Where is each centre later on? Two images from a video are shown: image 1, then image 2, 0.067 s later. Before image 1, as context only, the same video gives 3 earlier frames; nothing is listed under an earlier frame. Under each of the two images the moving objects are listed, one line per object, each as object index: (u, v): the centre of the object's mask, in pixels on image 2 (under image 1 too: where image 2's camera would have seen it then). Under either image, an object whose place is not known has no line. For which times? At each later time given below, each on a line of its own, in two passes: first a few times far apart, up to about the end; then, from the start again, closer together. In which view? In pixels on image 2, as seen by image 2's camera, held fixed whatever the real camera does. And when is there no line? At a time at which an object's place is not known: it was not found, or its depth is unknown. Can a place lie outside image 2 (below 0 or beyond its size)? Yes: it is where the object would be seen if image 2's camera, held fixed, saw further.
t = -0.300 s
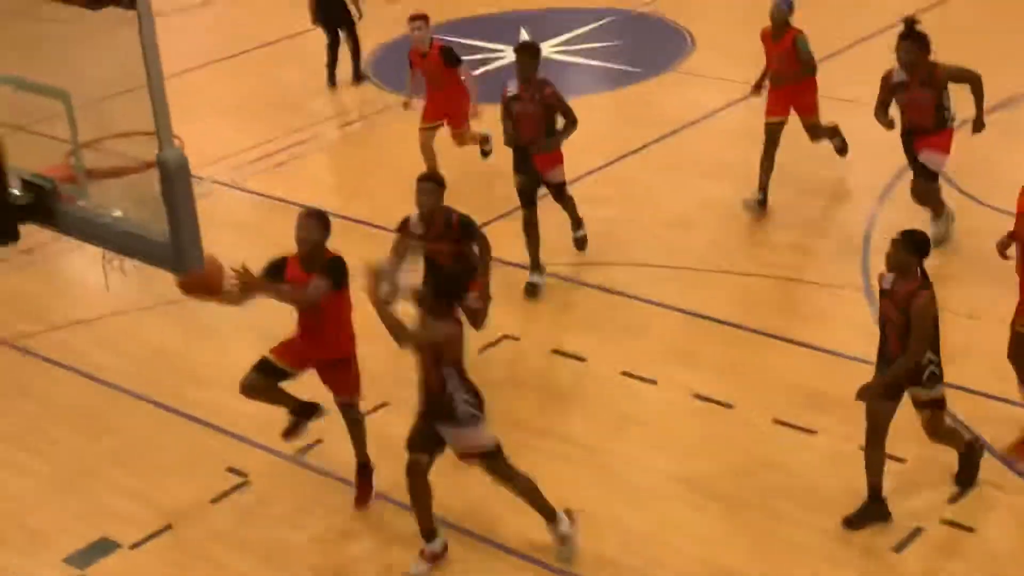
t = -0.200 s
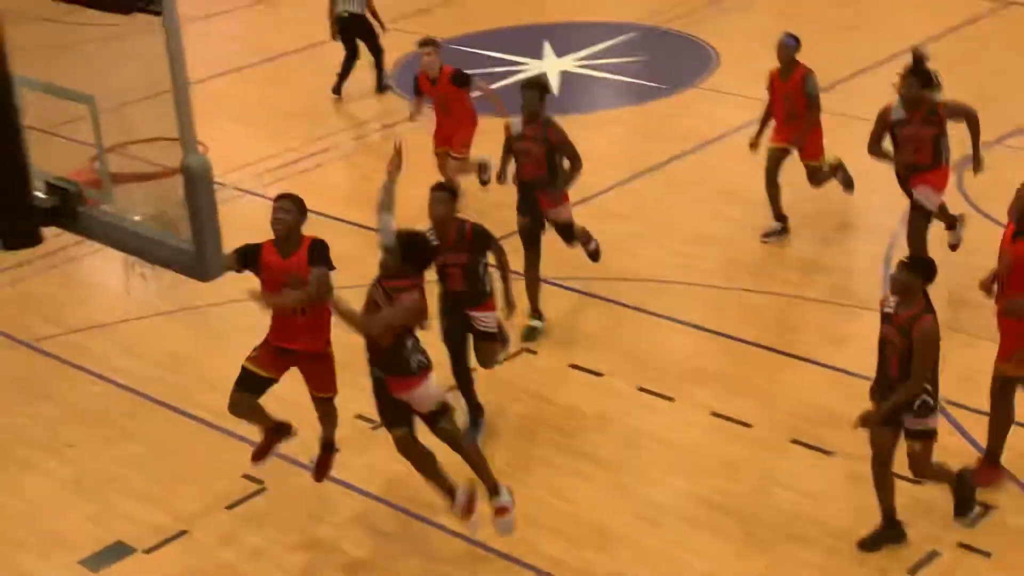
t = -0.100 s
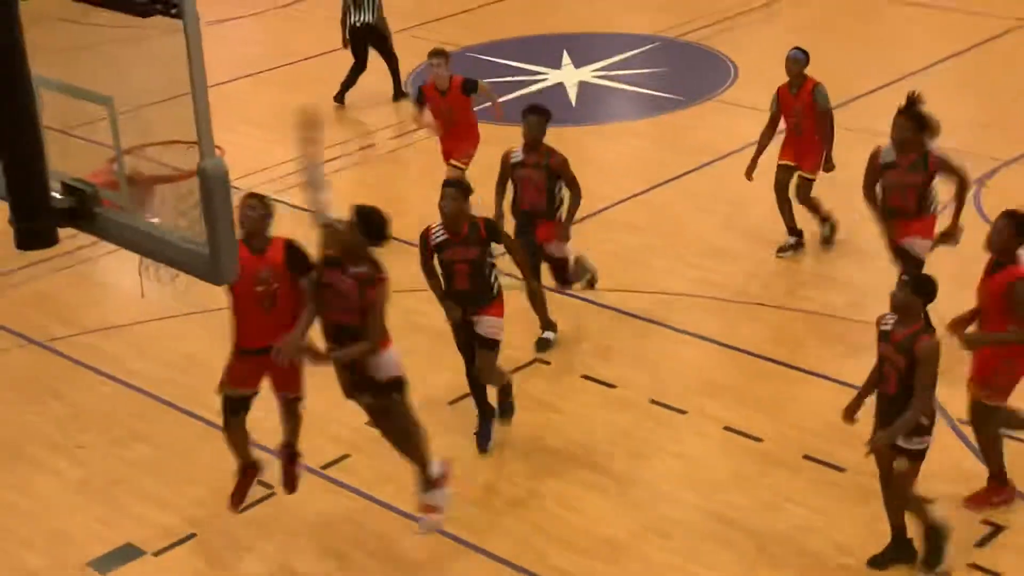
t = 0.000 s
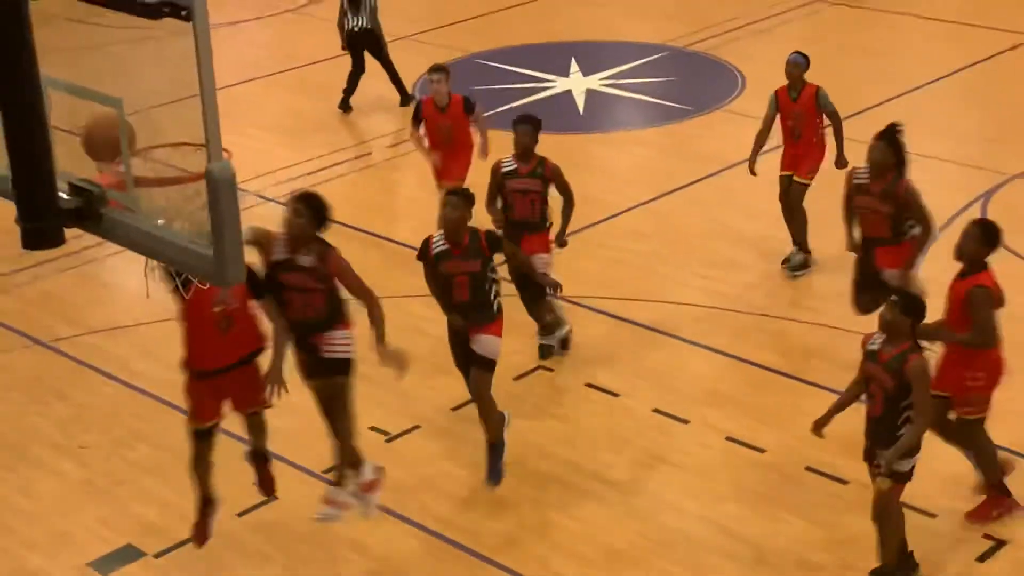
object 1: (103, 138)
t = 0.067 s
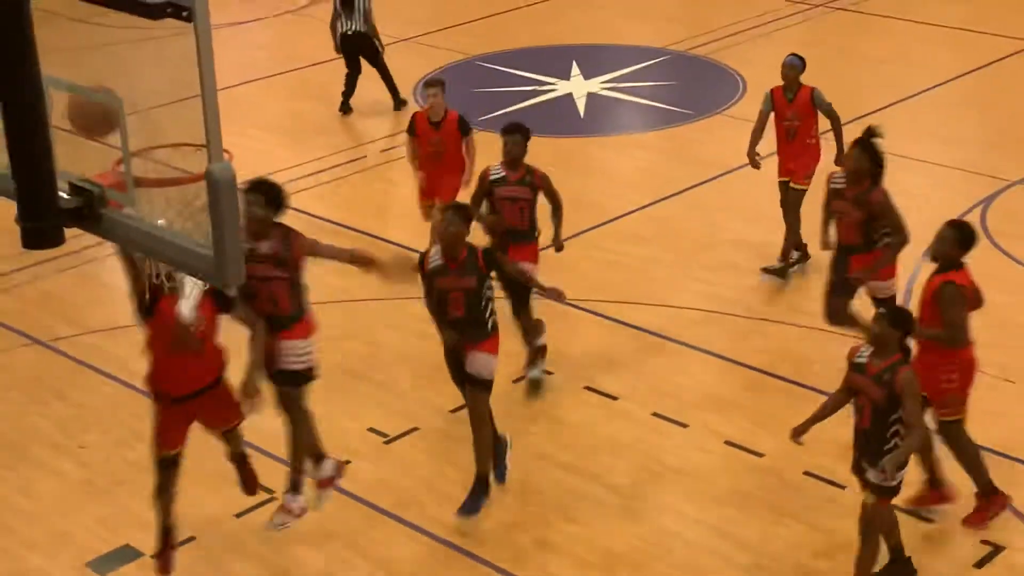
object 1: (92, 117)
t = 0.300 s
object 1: (68, 76)
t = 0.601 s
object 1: (174, 129)
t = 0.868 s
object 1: (168, 190)
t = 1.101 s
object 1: (144, 281)
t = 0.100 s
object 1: (87, 103)
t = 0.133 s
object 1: (80, 97)
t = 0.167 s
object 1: (75, 83)
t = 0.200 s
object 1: (70, 80)
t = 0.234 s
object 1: (66, 78)
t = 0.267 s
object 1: (63, 79)
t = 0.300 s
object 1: (68, 76)
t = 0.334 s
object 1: (80, 69)
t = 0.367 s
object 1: (93, 71)
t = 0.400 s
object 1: (105, 75)
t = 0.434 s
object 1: (119, 81)
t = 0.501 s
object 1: (145, 103)
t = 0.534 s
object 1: (157, 116)
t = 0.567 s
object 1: (168, 128)
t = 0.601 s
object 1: (174, 129)
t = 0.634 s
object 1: (179, 134)
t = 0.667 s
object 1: (183, 140)
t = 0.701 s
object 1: (187, 148)
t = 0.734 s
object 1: (189, 154)
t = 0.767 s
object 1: (186, 156)
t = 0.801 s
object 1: (182, 169)
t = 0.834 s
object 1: (175, 178)
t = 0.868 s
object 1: (168, 190)
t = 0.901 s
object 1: (163, 204)
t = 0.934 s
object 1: (160, 208)
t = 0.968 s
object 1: (157, 215)
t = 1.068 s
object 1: (142, 272)
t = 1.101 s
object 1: (144, 281)
